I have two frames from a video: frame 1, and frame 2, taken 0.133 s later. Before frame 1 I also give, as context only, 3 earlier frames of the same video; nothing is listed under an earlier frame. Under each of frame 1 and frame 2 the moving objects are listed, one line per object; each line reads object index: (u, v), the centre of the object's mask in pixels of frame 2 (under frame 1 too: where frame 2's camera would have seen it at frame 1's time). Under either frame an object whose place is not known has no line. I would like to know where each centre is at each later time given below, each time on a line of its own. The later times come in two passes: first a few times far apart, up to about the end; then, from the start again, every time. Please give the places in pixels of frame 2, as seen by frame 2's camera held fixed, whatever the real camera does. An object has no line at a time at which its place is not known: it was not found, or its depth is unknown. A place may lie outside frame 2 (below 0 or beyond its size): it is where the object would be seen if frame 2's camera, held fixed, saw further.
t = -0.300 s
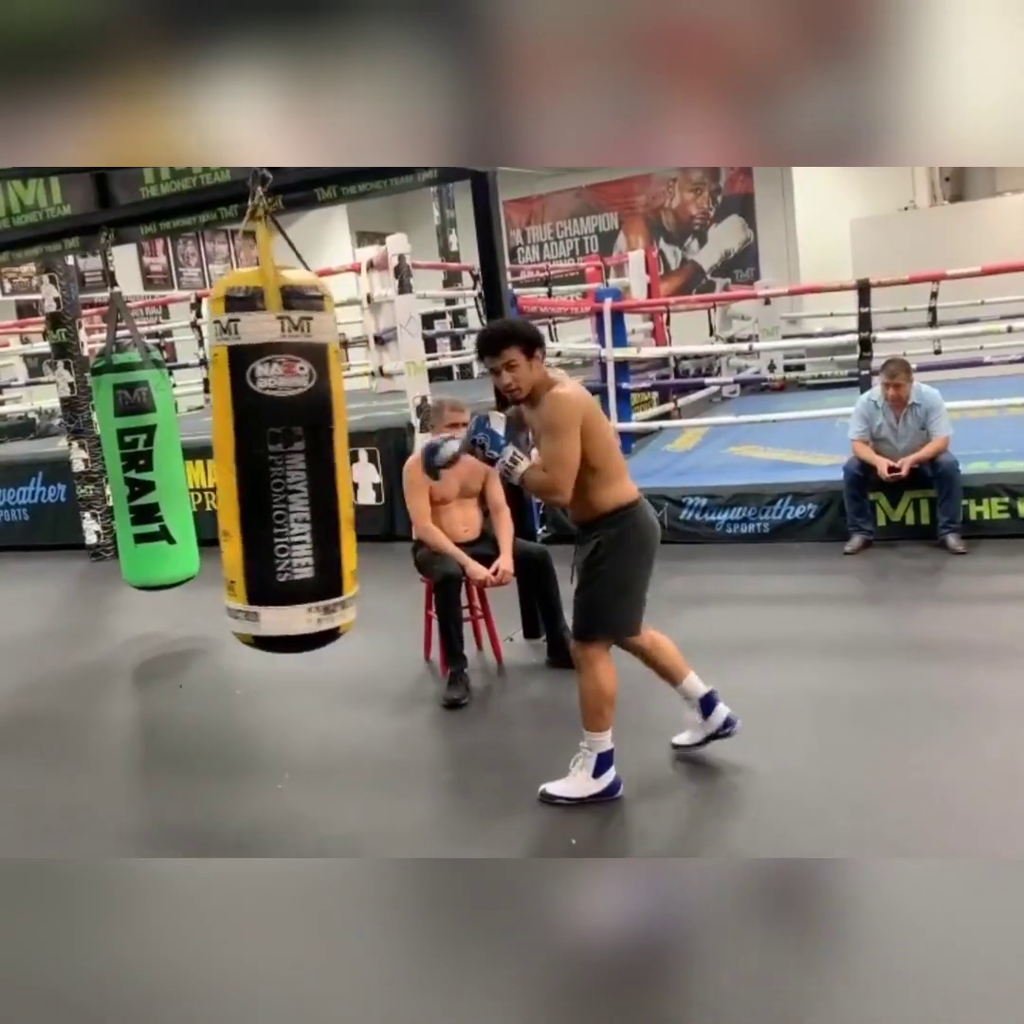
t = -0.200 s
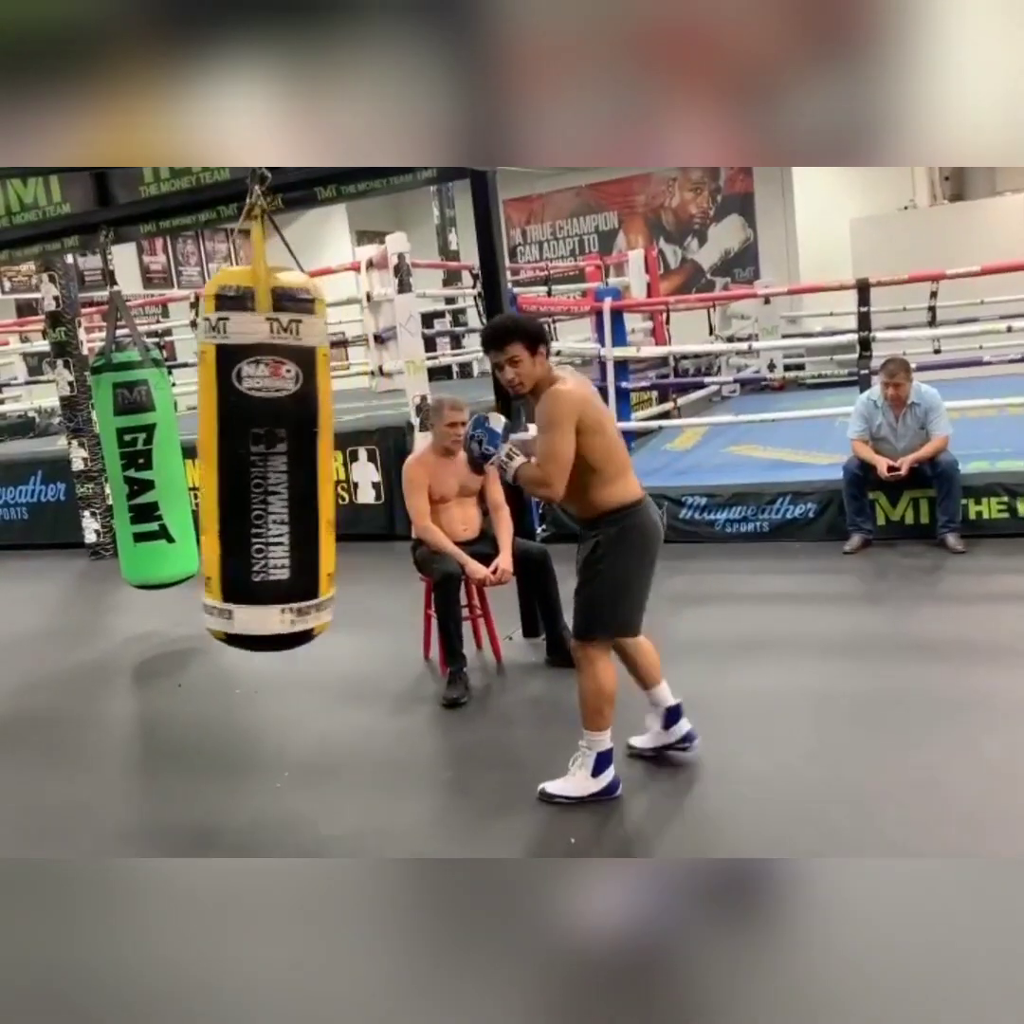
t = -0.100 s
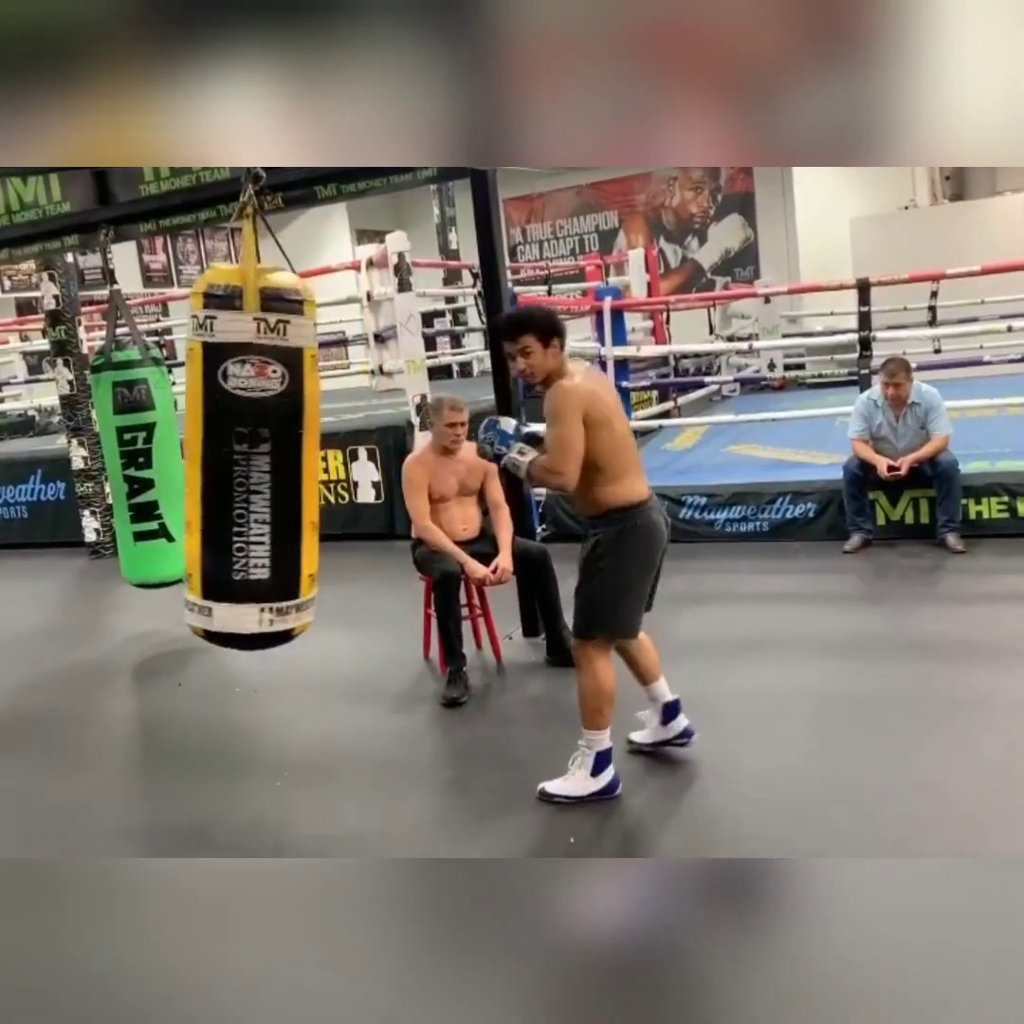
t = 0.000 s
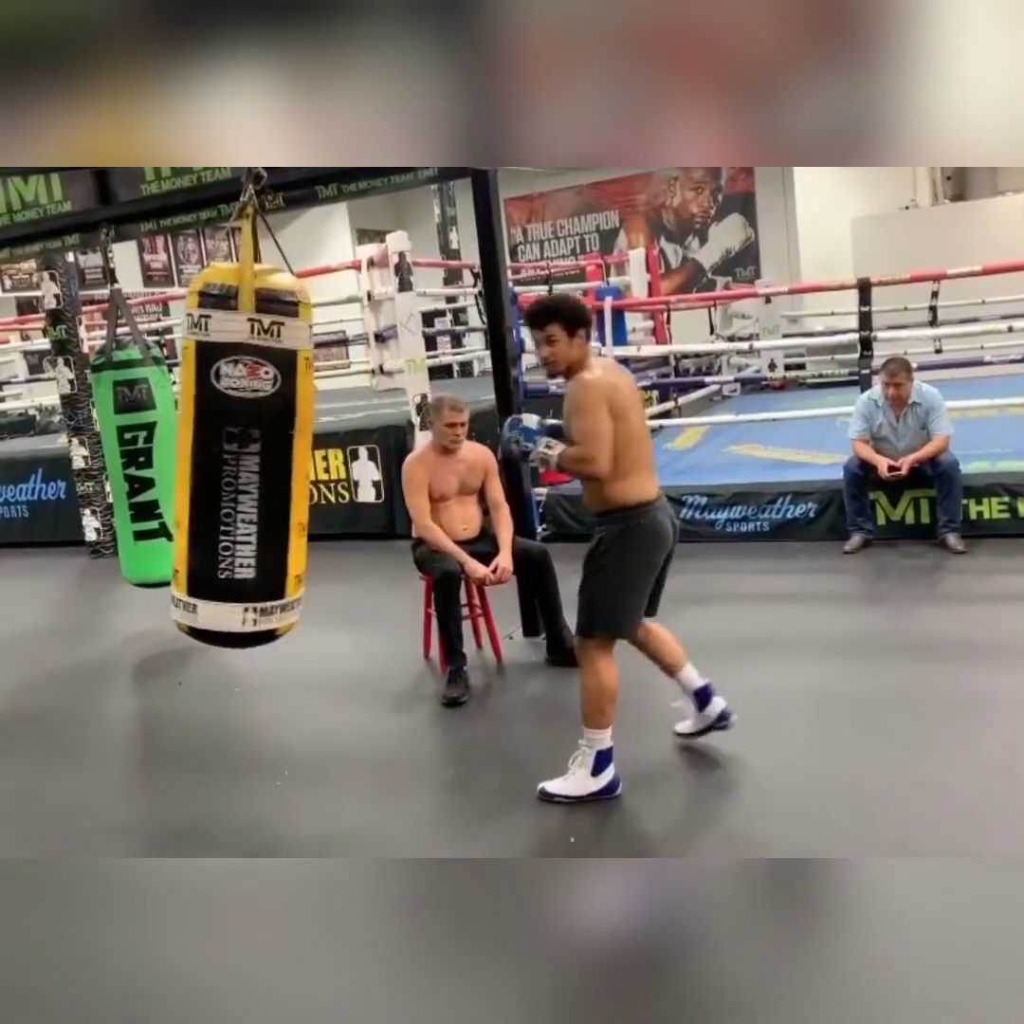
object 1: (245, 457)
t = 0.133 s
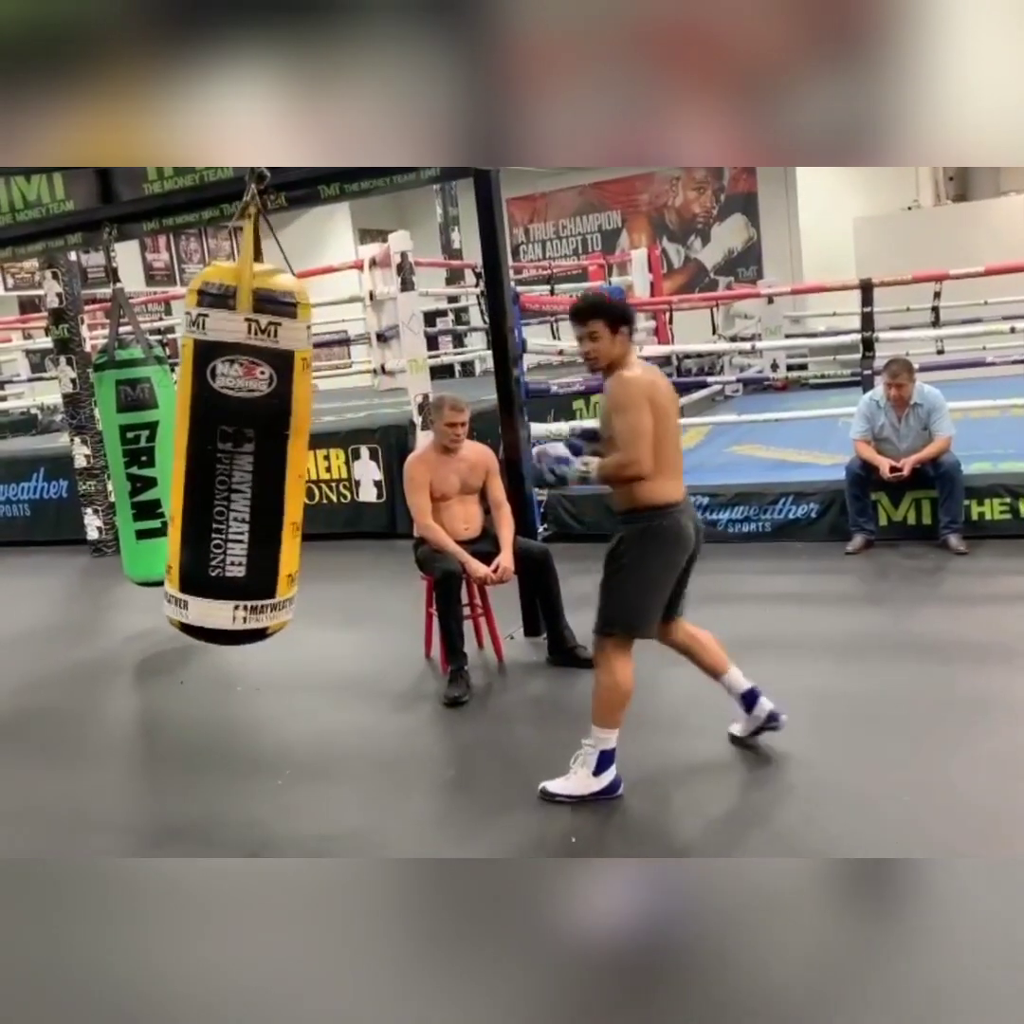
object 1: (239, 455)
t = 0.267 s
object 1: (241, 455)
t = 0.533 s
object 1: (267, 458)
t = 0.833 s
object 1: (316, 456)
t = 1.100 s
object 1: (351, 448)
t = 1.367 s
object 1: (360, 444)
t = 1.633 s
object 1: (341, 452)
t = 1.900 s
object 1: (299, 459)
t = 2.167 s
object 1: (259, 459)
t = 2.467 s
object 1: (240, 458)
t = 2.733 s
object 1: (255, 458)
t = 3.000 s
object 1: (295, 458)
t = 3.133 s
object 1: (317, 456)
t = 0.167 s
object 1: (239, 455)
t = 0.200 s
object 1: (239, 455)
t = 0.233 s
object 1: (239, 455)
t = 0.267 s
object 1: (241, 455)
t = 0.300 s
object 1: (243, 455)
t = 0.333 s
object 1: (245, 455)
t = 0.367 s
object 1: (248, 455)
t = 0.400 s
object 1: (251, 455)
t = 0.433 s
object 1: (254, 455)
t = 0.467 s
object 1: (258, 458)
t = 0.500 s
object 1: (262, 455)
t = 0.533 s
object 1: (267, 458)
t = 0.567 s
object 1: (271, 456)
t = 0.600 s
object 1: (277, 459)
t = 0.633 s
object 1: (282, 456)
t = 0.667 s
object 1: (288, 459)
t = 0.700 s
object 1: (294, 458)
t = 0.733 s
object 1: (299, 458)
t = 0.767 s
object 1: (304, 455)
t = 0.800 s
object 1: (310, 457)
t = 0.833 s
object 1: (316, 456)
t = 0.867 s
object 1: (321, 455)
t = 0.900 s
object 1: (326, 451)
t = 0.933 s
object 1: (331, 452)
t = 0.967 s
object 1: (336, 452)
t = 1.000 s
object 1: (340, 451)
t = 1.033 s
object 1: (344, 450)
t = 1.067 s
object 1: (348, 449)
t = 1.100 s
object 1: (351, 448)
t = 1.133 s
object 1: (354, 448)
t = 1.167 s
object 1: (356, 447)
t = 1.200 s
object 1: (358, 446)
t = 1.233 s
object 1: (360, 446)
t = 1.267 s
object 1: (361, 445)
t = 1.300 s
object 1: (362, 445)
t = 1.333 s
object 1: (361, 445)
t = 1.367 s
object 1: (360, 444)
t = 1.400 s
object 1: (359, 444)
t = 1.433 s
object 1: (358, 446)
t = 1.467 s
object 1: (356, 445)
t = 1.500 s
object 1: (354, 446)
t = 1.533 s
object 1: (352, 448)
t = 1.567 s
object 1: (349, 449)
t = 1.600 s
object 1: (345, 450)
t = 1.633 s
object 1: (341, 452)
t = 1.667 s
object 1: (337, 453)
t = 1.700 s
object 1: (332, 454)
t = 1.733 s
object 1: (327, 455)
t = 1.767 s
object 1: (321, 454)
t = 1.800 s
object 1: (316, 457)
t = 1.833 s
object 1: (311, 456)
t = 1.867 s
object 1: (305, 459)
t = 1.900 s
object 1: (299, 459)
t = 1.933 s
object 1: (294, 460)
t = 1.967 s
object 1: (288, 460)
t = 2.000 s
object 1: (282, 457)
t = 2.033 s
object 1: (278, 460)
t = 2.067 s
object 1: (272, 460)
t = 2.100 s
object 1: (268, 460)
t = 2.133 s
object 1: (263, 460)
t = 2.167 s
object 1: (259, 459)
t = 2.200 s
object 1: (254, 456)
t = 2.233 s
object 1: (251, 459)
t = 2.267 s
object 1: (248, 458)
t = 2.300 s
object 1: (245, 458)
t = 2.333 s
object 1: (243, 458)
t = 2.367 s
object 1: (242, 458)
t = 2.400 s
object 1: (240, 457)
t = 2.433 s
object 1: (240, 457)
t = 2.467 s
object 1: (240, 458)
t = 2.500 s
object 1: (240, 457)
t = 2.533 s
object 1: (240, 455)
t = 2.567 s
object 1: (241, 455)
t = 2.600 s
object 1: (243, 455)
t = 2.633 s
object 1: (246, 458)
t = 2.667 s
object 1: (248, 458)
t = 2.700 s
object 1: (251, 458)
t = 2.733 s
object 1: (255, 458)
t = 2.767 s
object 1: (259, 458)
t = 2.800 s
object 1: (263, 459)
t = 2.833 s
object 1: (268, 458)
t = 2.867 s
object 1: (273, 459)
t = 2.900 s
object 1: (278, 456)
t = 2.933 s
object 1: (283, 458)
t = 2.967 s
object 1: (289, 458)
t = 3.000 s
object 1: (295, 458)
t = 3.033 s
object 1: (300, 457)
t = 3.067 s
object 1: (306, 457)
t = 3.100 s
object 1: (311, 456)
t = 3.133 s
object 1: (317, 456)
